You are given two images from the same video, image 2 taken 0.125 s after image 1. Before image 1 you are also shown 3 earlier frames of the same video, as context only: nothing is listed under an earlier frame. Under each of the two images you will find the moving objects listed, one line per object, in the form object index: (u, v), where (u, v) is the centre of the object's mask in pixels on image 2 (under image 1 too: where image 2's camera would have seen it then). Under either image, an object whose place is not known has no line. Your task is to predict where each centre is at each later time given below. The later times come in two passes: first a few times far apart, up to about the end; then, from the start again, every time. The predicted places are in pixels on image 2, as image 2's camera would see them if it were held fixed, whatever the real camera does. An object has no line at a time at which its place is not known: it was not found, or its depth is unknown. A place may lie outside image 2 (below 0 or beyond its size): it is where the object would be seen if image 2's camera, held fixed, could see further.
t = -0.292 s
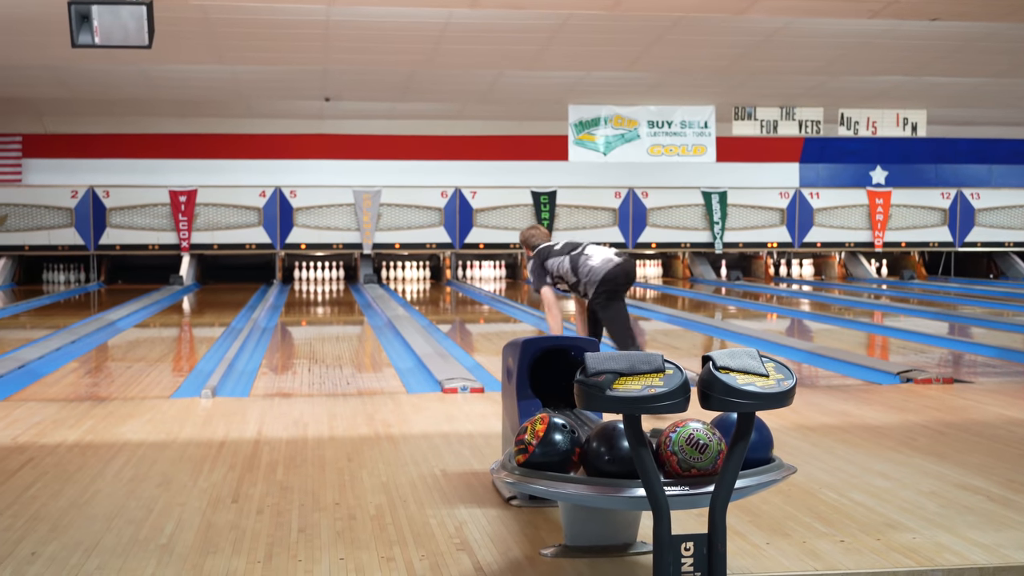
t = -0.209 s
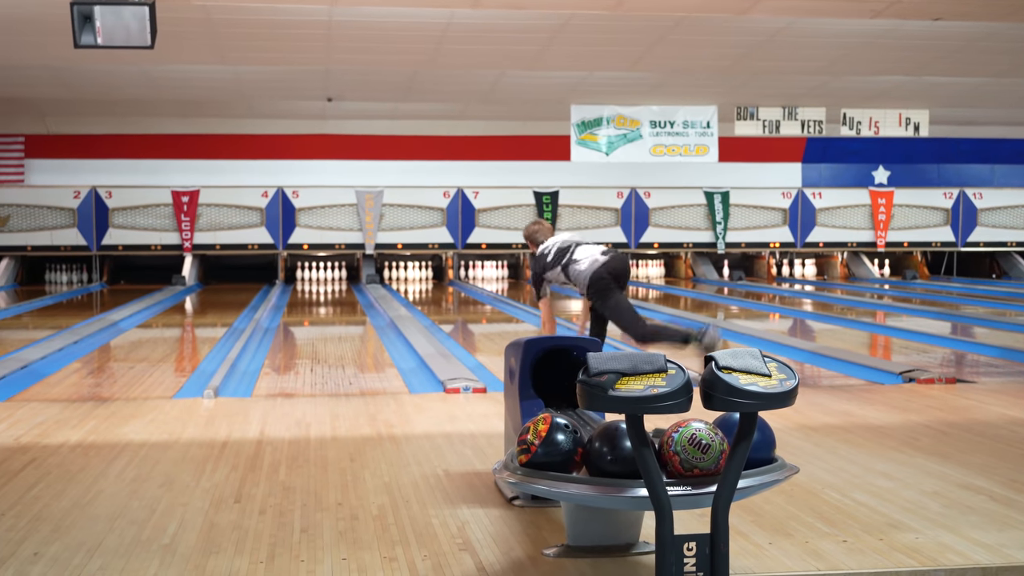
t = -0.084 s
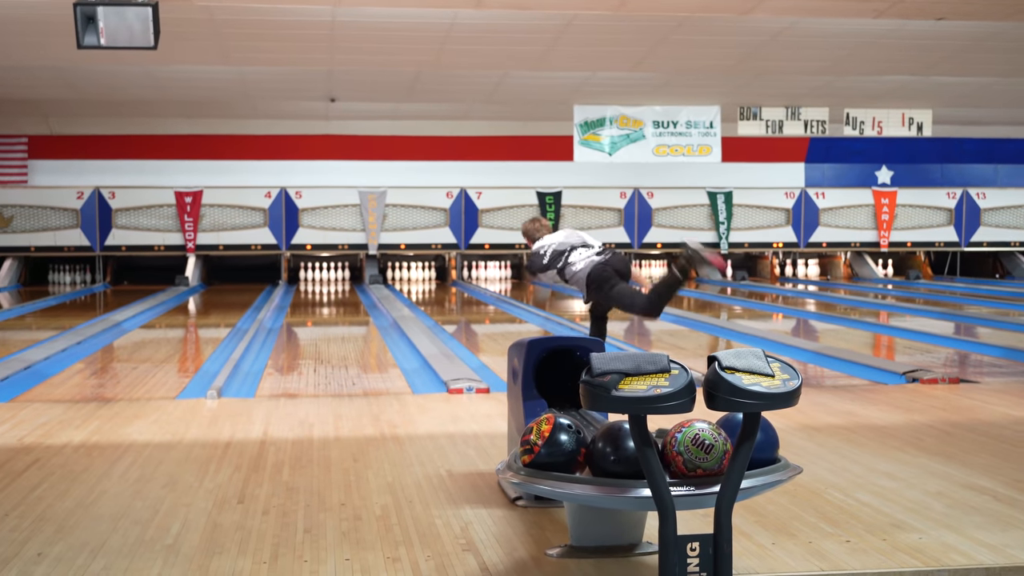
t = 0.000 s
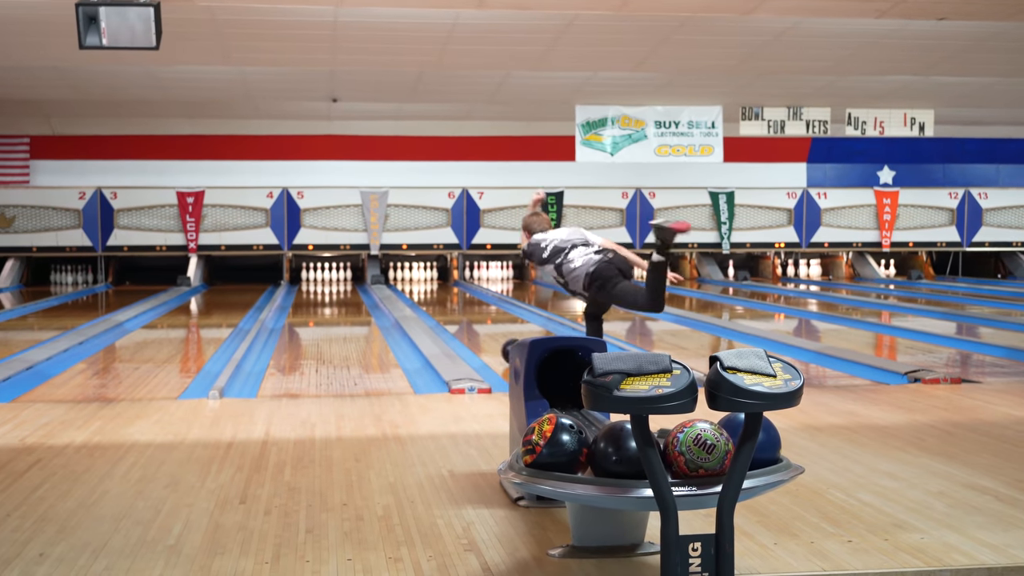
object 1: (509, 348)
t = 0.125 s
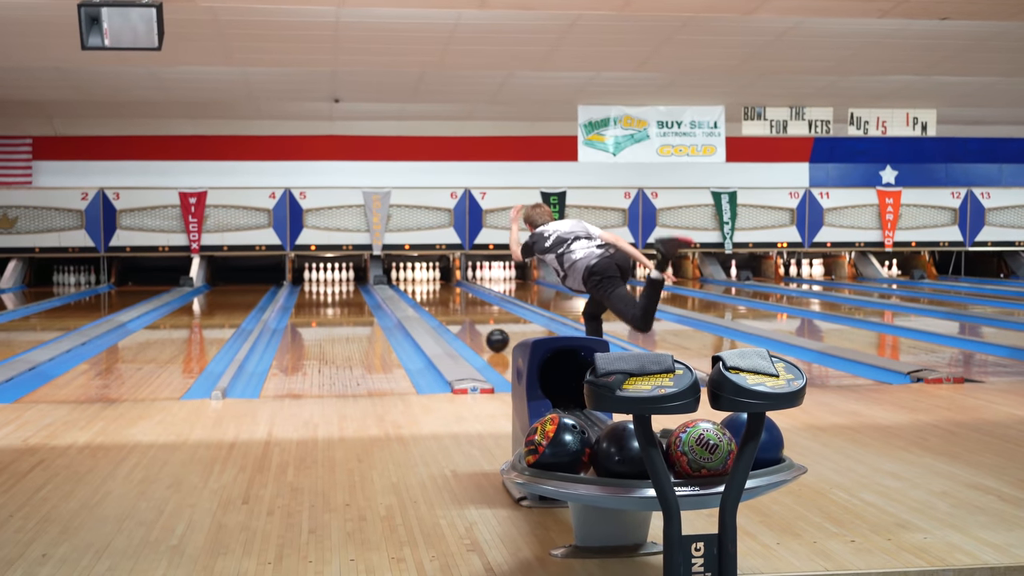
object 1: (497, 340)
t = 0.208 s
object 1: (487, 334)
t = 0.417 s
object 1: (466, 321)
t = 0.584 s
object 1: (453, 313)
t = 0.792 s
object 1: (442, 305)
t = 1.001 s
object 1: (433, 297)
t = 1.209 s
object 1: (427, 291)
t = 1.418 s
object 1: (424, 287)
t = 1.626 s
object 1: (422, 283)
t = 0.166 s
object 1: (492, 337)
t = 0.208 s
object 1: (487, 334)
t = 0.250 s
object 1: (482, 331)
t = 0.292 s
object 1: (477, 328)
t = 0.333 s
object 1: (473, 326)
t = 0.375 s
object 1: (470, 323)
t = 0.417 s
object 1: (466, 321)
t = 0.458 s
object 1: (463, 319)
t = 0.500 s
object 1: (460, 317)
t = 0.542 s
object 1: (456, 315)
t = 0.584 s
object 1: (453, 313)
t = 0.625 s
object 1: (451, 311)
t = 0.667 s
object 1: (448, 310)
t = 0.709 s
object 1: (446, 308)
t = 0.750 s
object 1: (444, 307)
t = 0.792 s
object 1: (442, 305)
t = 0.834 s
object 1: (440, 303)
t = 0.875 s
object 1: (438, 301)
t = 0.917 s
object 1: (437, 300)
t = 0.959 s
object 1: (435, 298)
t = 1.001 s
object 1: (433, 297)
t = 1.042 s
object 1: (432, 296)
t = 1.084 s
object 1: (430, 294)
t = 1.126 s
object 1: (429, 293)
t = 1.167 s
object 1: (428, 292)
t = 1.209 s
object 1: (427, 291)
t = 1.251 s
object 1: (426, 290)
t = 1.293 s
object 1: (425, 289)
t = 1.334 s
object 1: (425, 288)
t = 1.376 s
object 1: (424, 288)
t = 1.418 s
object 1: (424, 287)
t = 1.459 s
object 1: (423, 286)
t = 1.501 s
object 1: (423, 285)
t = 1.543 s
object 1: (422, 285)
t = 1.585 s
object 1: (422, 284)
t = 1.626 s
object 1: (422, 283)
